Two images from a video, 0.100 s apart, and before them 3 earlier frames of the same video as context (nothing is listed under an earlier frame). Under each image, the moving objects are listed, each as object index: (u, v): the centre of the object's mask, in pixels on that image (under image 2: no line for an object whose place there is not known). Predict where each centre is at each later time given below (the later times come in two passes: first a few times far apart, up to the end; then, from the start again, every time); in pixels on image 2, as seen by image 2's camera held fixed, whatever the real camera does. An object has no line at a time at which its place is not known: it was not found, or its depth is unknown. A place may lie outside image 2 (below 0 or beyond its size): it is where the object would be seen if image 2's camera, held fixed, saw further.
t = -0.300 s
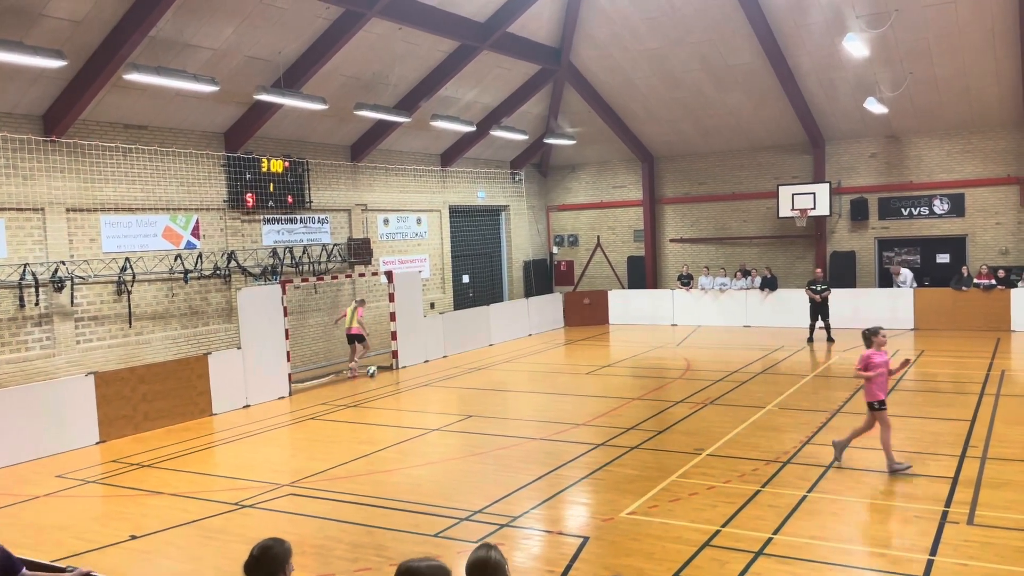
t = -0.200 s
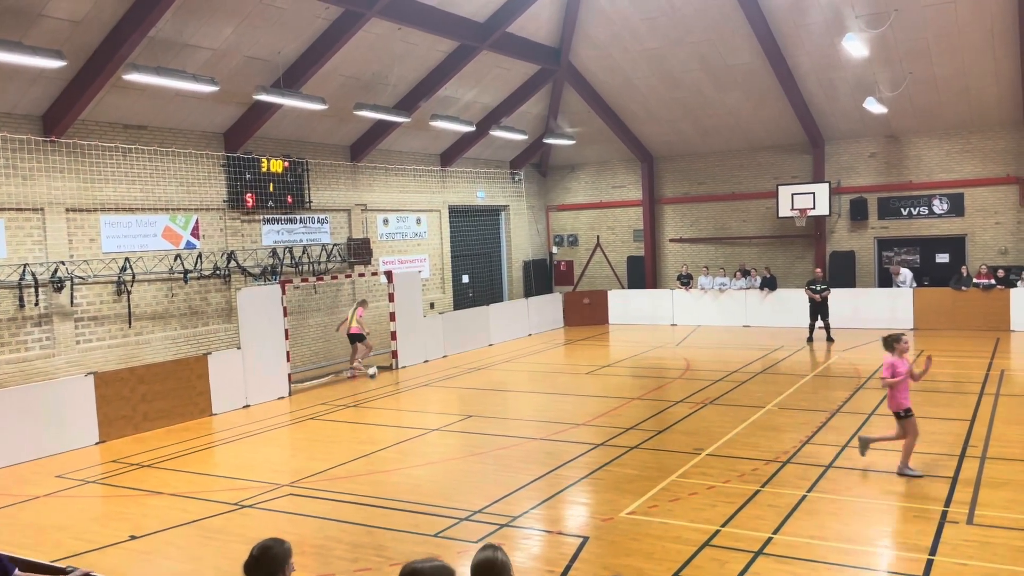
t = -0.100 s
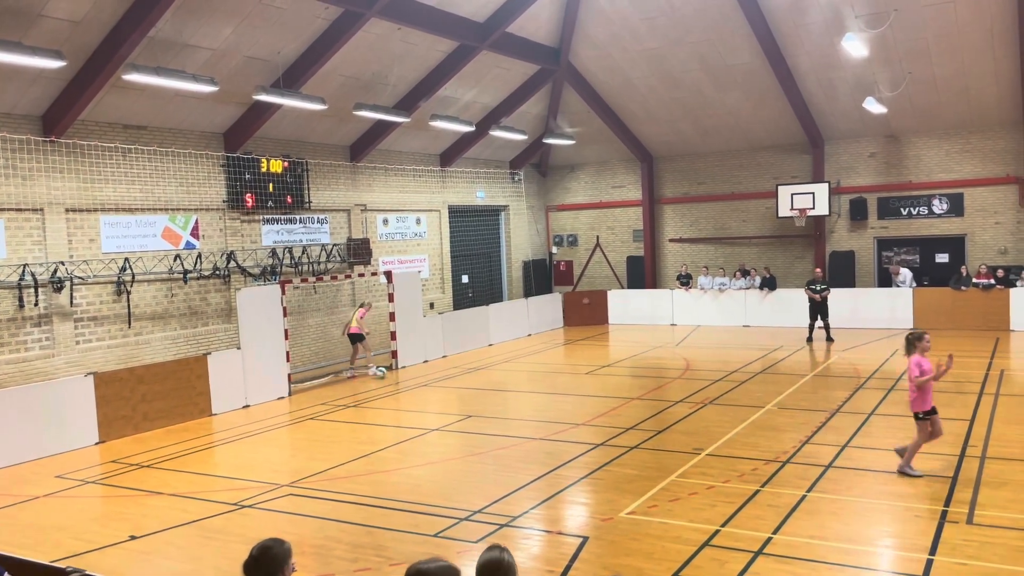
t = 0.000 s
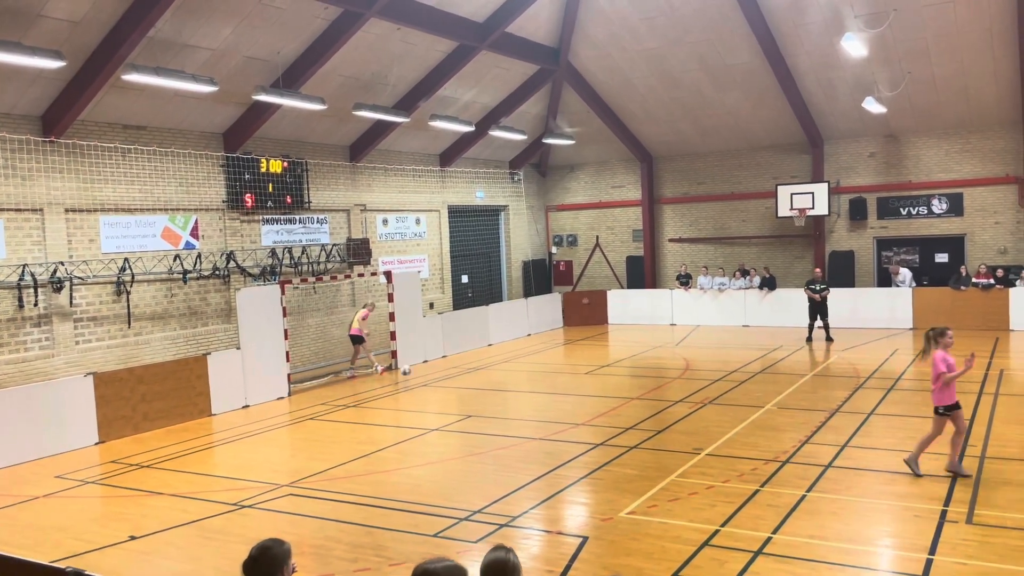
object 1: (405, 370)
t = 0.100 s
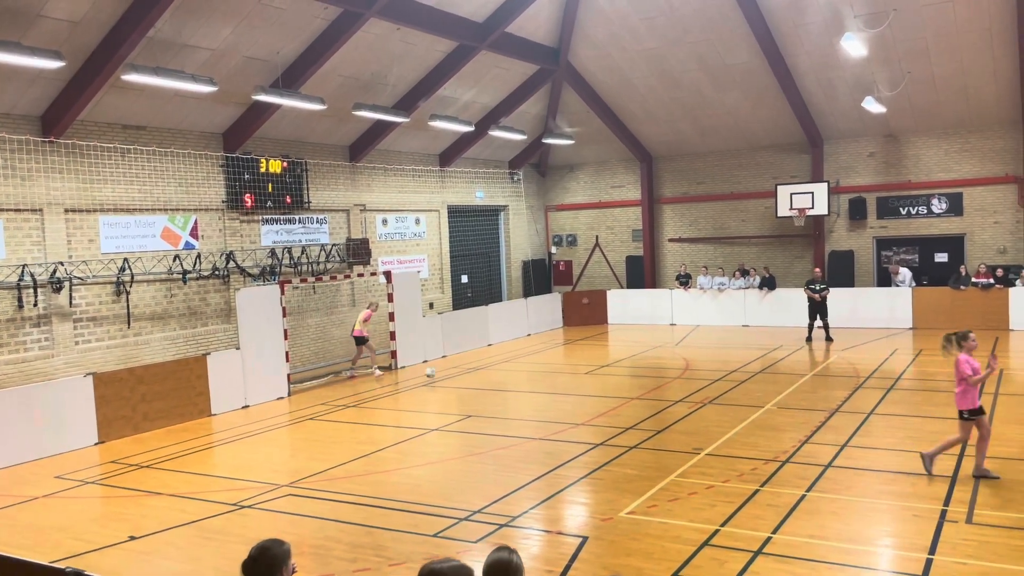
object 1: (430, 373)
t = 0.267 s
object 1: (469, 376)
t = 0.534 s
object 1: (523, 381)
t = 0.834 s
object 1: (583, 386)
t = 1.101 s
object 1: (640, 394)
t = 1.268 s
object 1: (677, 397)
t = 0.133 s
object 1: (439, 374)
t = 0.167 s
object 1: (448, 378)
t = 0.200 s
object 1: (456, 378)
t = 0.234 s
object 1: (462, 377)
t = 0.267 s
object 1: (469, 376)
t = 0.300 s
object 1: (474, 376)
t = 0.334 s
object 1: (482, 376)
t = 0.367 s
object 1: (489, 378)
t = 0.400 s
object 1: (496, 380)
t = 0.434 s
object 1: (504, 383)
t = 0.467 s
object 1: (510, 383)
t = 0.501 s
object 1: (516, 381)
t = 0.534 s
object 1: (523, 381)
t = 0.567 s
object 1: (530, 381)
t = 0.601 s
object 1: (536, 382)
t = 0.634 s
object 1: (542, 383)
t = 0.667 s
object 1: (549, 385)
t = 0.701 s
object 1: (556, 388)
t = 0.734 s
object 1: (563, 386)
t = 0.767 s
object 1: (570, 385)
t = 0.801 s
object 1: (575, 385)
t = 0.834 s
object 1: (583, 386)
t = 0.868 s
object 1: (590, 387)
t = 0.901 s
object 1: (597, 389)
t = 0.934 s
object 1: (604, 391)
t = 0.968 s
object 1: (610, 390)
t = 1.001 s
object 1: (618, 390)
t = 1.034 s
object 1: (625, 391)
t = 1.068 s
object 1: (633, 393)
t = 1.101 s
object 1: (640, 394)
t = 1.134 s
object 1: (646, 394)
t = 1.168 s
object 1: (655, 395)
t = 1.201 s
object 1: (662, 396)
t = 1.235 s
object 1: (670, 397)
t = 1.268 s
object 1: (677, 397)
